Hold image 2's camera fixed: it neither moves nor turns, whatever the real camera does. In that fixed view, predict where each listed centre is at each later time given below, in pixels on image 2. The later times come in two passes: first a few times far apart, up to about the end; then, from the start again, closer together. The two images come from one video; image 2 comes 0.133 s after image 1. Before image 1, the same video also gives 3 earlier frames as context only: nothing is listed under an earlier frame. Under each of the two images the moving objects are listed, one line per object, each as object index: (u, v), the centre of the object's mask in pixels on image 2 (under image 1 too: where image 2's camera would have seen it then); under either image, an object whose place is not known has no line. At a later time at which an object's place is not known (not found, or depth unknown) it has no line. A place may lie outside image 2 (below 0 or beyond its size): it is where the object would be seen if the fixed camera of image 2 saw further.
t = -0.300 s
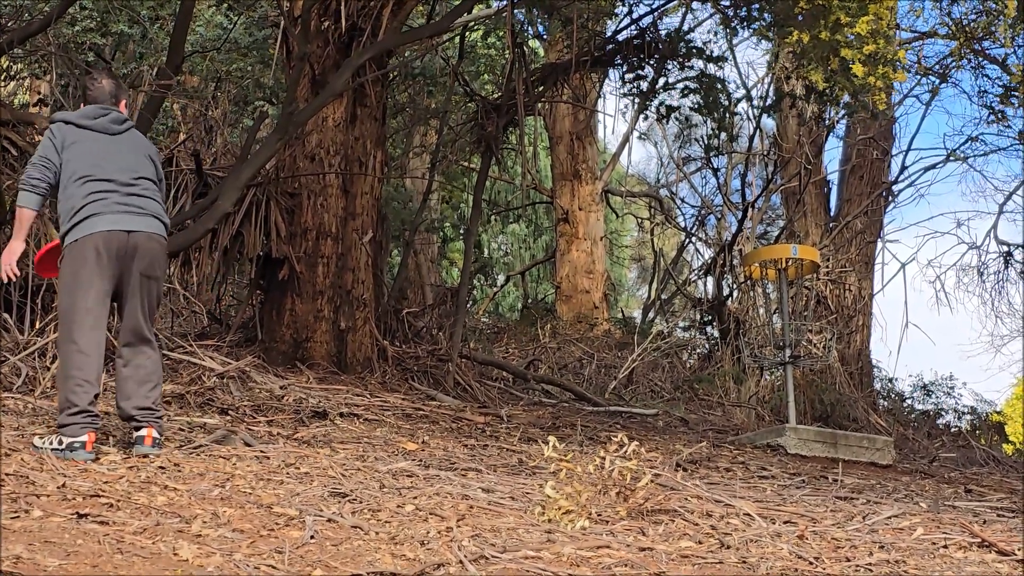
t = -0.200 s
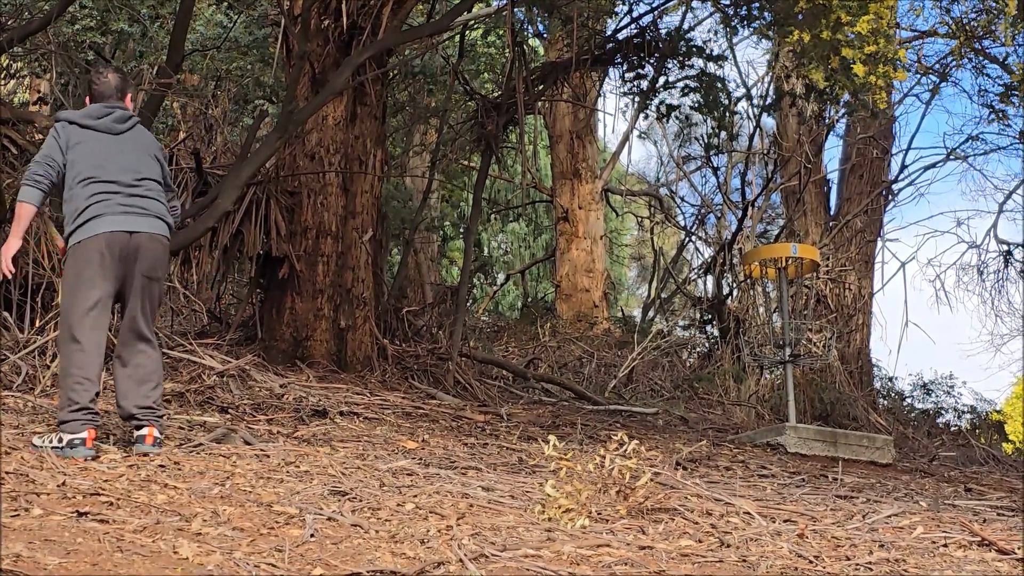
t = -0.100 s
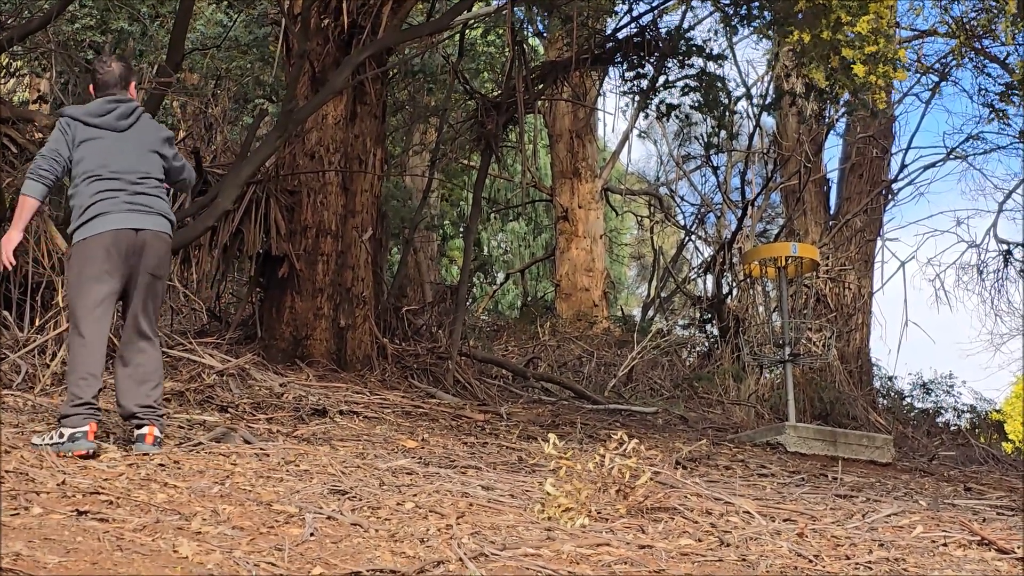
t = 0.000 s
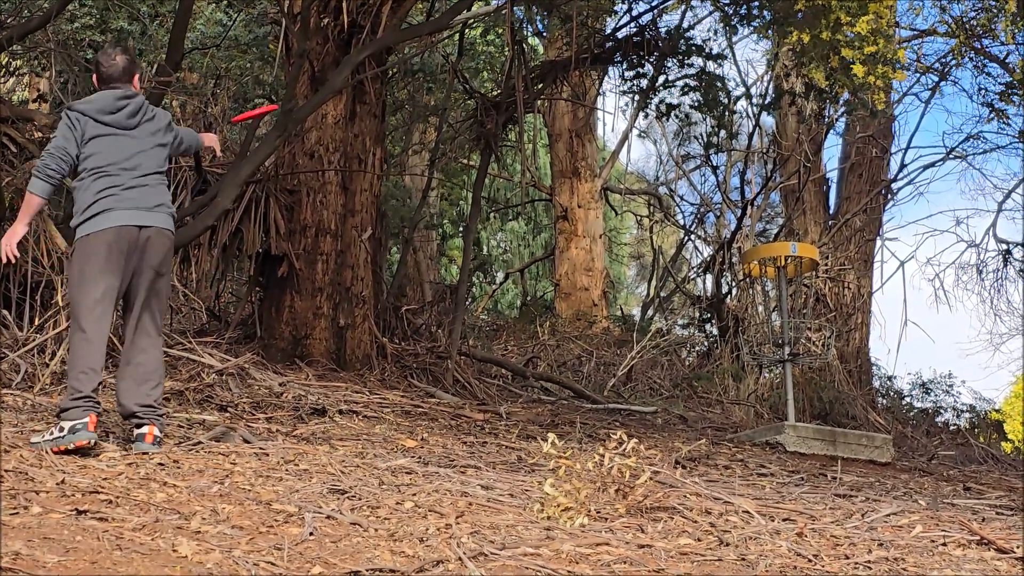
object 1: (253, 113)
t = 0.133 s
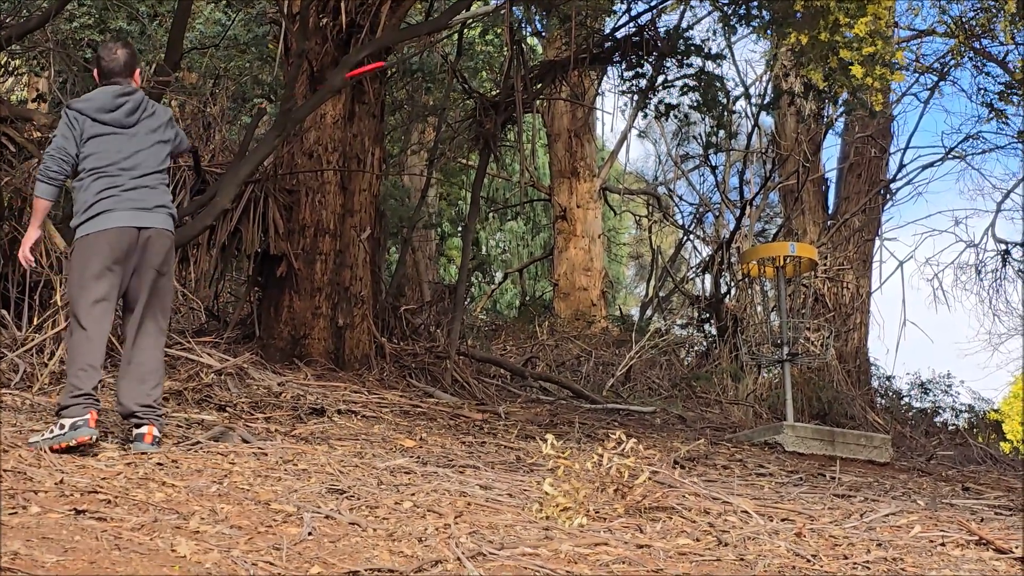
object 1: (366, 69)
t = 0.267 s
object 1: (454, 57)
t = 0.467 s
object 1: (558, 73)
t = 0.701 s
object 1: (643, 121)
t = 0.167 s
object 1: (389, 64)
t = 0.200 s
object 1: (412, 60)
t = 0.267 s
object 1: (454, 57)
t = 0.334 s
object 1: (492, 59)
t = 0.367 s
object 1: (510, 61)
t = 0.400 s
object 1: (526, 65)
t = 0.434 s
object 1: (544, 68)
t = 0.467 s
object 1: (558, 73)
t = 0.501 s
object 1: (573, 78)
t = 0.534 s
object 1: (587, 84)
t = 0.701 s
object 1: (643, 121)
